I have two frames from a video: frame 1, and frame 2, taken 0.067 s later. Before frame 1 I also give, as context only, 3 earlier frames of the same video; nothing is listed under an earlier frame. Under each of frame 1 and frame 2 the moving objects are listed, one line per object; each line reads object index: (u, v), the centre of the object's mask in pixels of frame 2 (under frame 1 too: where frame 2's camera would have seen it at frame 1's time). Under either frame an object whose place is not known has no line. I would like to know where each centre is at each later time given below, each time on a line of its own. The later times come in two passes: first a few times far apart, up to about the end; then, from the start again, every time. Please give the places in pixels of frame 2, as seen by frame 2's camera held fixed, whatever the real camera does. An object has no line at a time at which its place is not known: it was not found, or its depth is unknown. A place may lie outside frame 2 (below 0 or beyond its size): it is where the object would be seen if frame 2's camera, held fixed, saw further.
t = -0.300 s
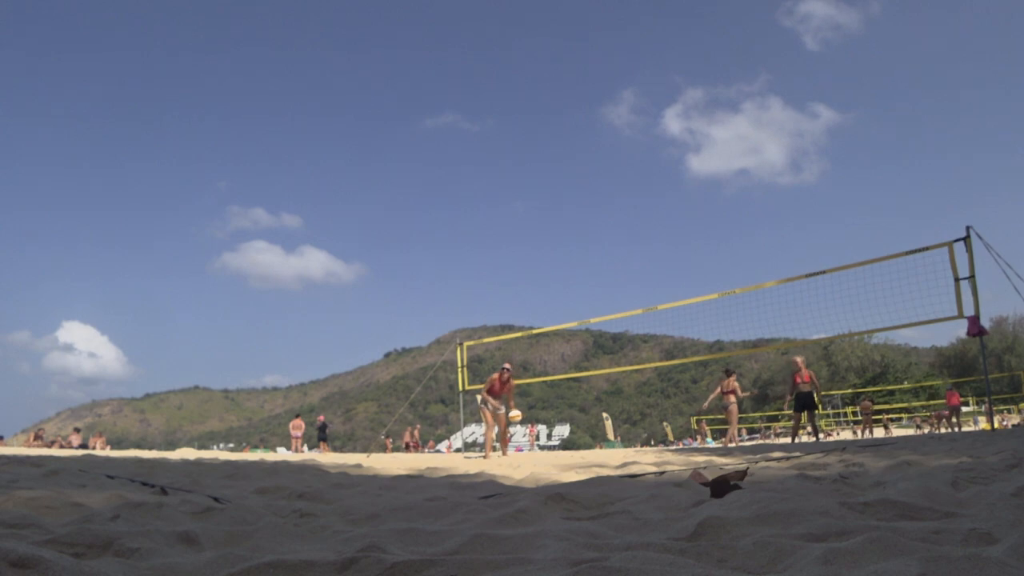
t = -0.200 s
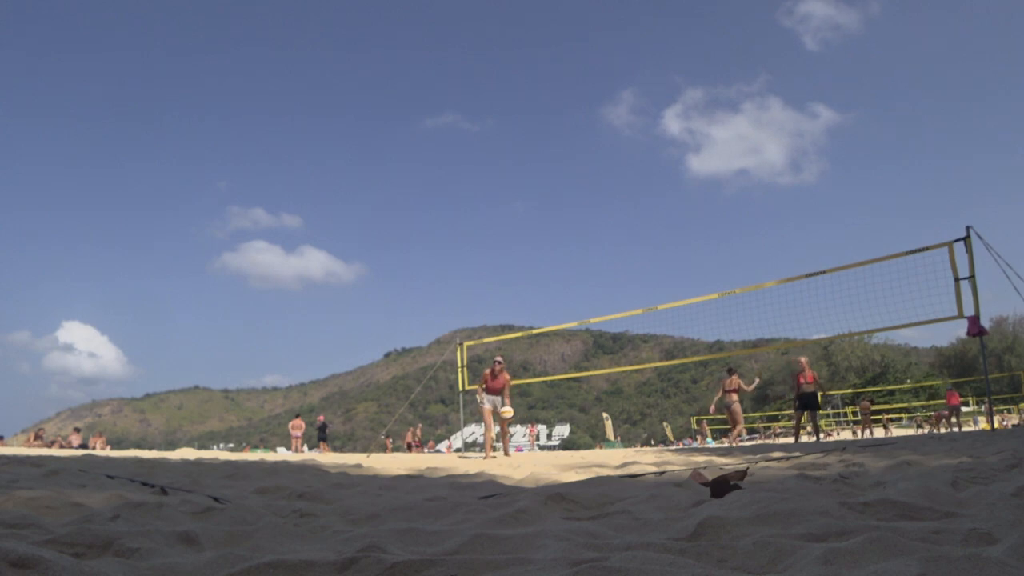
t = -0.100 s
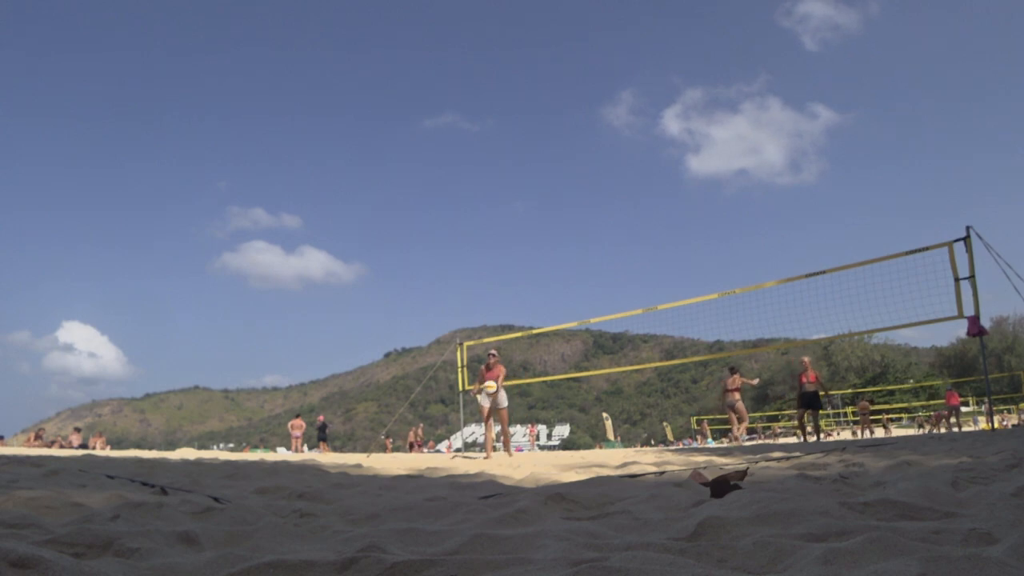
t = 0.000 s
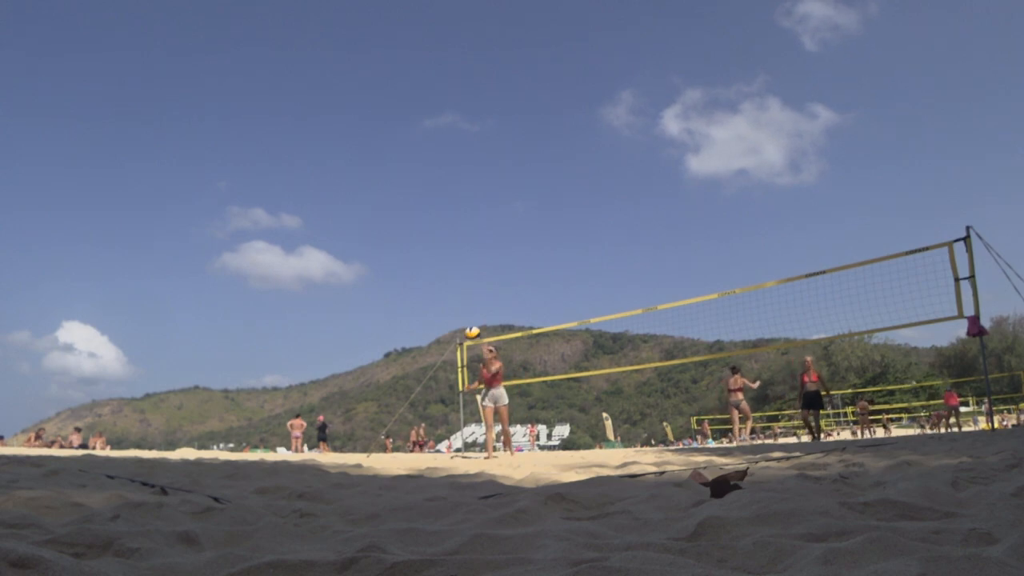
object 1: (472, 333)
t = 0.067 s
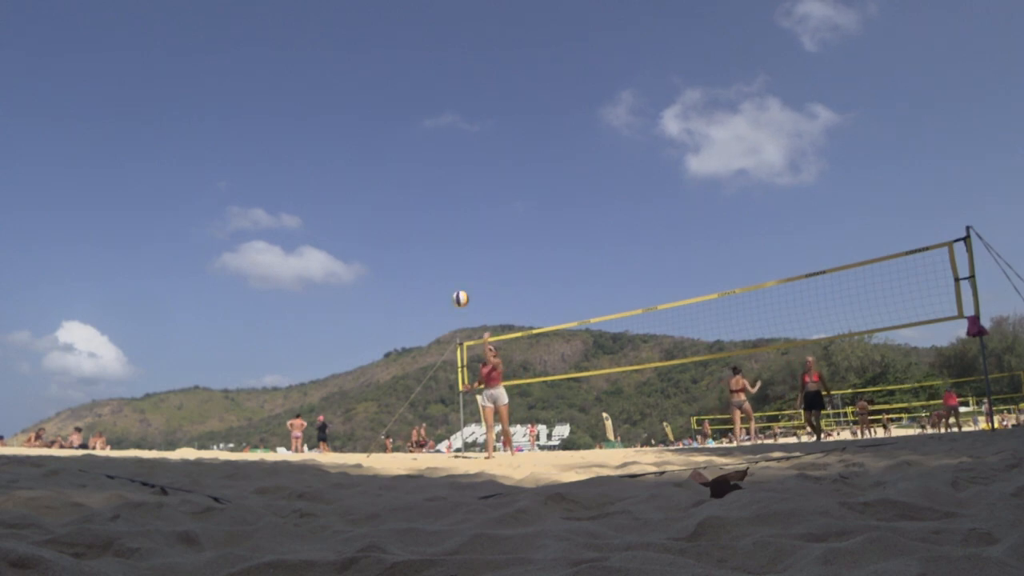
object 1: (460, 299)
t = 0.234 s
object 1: (427, 220)
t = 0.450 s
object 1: (381, 138)
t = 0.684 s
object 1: (319, 78)
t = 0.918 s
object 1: (236, 54)
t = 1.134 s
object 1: (123, 78)
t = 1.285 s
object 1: (13, 140)
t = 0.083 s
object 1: (457, 290)
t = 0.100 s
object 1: (454, 282)
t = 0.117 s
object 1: (451, 274)
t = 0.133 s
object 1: (448, 266)
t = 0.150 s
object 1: (444, 258)
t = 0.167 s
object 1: (441, 250)
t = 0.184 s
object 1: (437, 242)
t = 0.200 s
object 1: (434, 234)
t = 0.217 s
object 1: (430, 227)
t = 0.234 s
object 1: (427, 220)
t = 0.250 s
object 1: (424, 213)
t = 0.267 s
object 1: (421, 206)
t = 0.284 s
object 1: (418, 199)
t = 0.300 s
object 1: (414, 193)
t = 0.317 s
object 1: (410, 185)
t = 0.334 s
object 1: (407, 179)
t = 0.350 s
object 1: (404, 173)
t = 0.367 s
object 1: (400, 166)
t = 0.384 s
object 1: (396, 160)
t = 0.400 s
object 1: (392, 155)
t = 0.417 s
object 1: (389, 149)
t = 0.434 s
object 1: (385, 144)
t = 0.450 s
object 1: (381, 138)
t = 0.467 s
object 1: (377, 133)
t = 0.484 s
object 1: (372, 128)
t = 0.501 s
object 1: (368, 122)
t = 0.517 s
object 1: (364, 117)
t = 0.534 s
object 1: (360, 113)
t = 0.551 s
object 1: (356, 109)
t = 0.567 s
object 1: (351, 105)
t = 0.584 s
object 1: (347, 100)
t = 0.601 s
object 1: (343, 96)
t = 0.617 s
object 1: (338, 92)
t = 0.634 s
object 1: (333, 89)
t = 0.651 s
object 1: (329, 84)
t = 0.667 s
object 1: (324, 82)
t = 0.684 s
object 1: (319, 78)
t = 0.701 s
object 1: (314, 76)
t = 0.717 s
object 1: (308, 73)
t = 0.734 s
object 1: (303, 70)
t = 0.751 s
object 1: (298, 67)
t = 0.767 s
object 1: (292, 65)
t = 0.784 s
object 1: (286, 63)
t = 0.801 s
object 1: (280, 61)
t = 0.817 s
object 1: (274, 59)
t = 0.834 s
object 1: (268, 58)
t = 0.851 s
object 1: (262, 57)
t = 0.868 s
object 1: (256, 56)
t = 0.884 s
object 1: (249, 55)
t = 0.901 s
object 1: (243, 55)
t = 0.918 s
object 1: (236, 54)
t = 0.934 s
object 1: (228, 54)
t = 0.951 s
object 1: (221, 54)
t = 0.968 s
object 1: (214, 55)
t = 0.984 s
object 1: (206, 56)
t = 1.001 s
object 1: (198, 56)
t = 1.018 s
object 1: (190, 58)
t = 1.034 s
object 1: (182, 59)
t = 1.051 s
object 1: (172, 61)
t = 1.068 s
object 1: (163, 64)
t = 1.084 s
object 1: (154, 67)
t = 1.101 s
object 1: (144, 70)
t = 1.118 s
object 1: (134, 74)
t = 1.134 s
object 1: (123, 78)
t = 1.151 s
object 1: (113, 83)
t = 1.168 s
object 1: (102, 88)
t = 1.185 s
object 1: (90, 94)
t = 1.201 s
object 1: (78, 100)
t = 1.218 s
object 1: (66, 107)
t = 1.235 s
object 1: (53, 114)
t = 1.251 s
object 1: (39, 122)
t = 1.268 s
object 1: (26, 131)
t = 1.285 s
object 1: (13, 140)
